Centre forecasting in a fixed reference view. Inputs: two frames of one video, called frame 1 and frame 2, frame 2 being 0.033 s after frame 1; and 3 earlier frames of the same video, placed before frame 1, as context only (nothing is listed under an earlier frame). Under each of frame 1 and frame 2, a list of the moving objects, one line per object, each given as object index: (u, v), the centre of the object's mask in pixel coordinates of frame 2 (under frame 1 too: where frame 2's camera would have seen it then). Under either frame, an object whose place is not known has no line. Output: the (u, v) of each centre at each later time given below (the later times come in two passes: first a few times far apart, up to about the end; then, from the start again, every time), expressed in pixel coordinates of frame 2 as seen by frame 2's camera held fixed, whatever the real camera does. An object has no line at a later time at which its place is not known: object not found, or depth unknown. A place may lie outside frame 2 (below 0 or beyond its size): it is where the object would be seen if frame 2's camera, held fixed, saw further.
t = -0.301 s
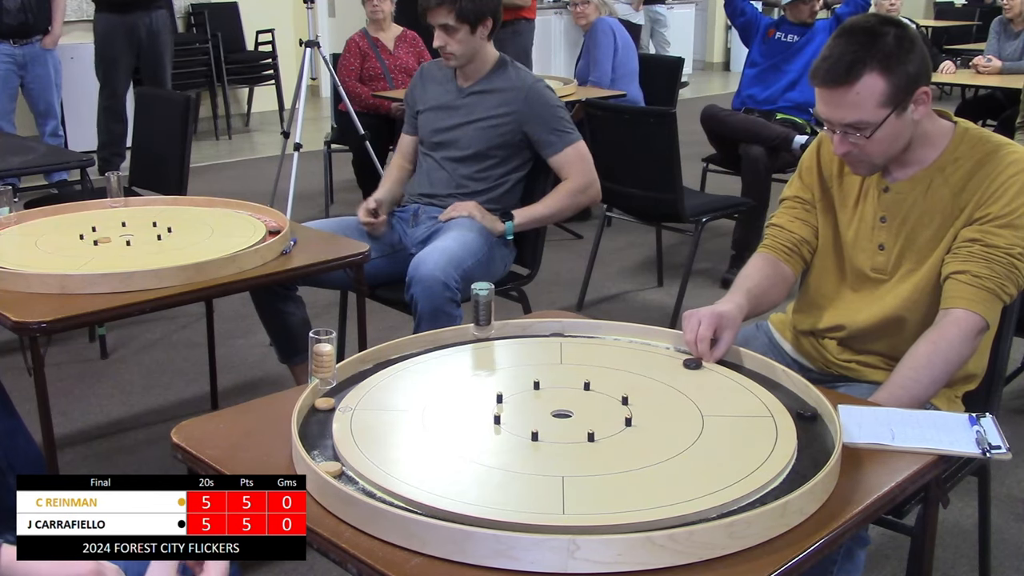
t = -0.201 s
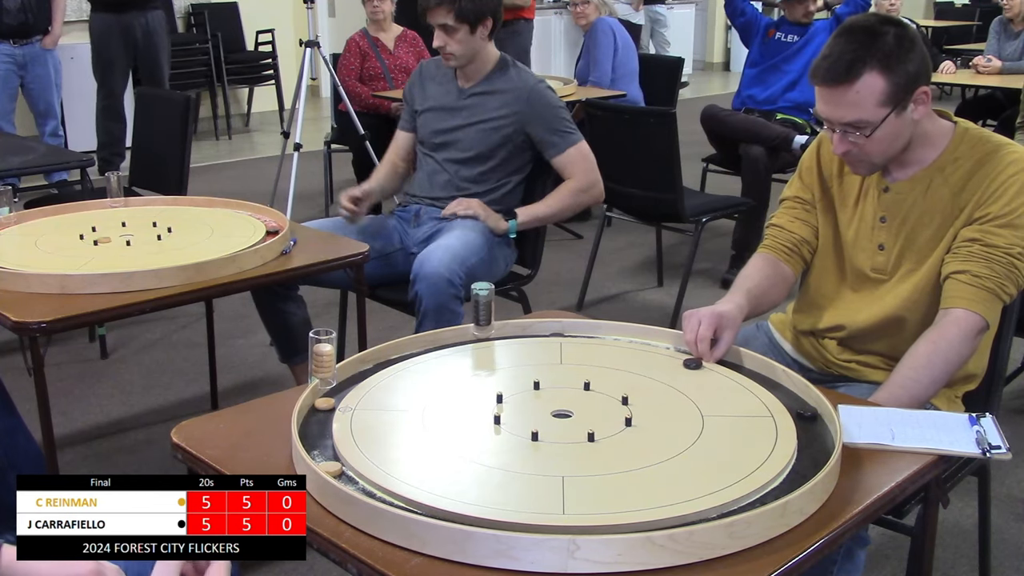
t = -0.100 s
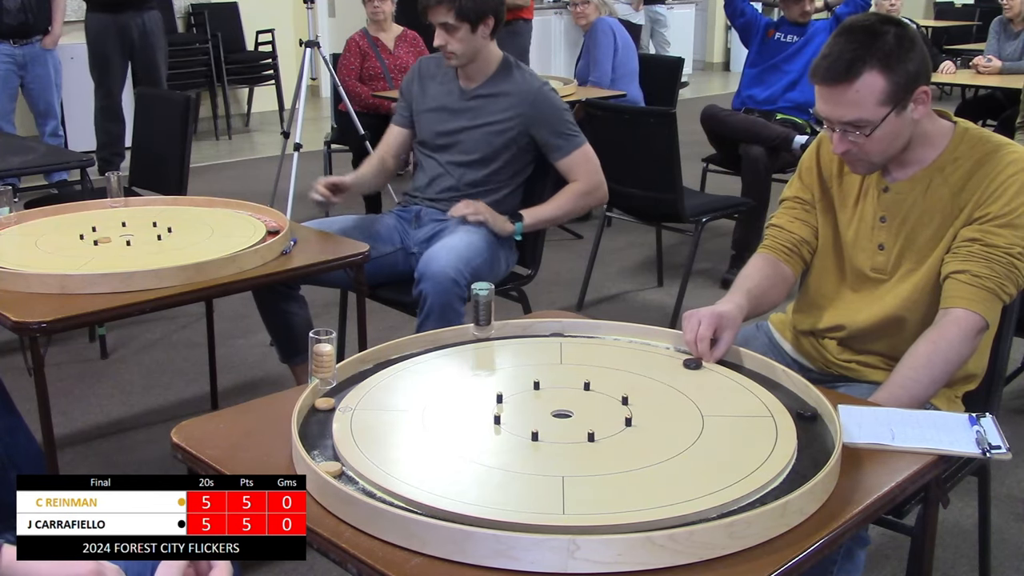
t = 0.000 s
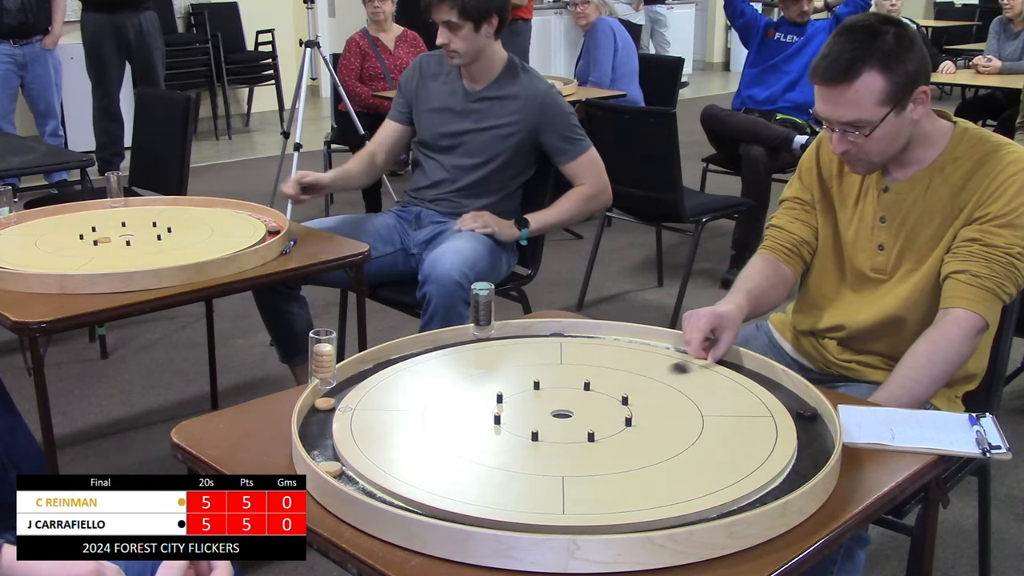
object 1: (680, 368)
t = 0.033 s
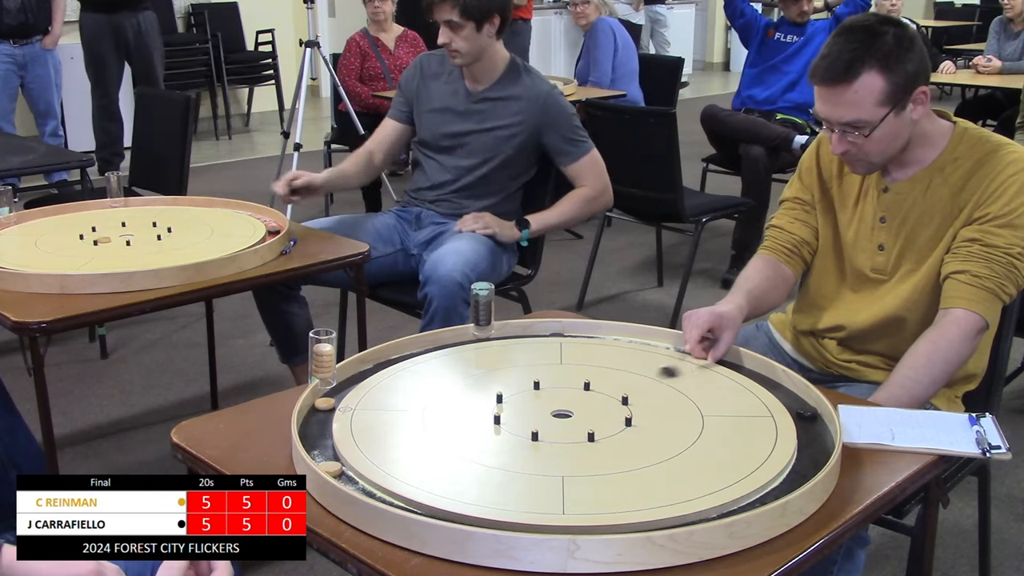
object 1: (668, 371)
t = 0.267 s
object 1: (590, 399)
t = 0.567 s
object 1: (547, 419)
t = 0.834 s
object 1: (545, 421)
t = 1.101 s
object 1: (545, 421)
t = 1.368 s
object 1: (545, 421)
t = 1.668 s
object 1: (545, 421)
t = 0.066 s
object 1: (657, 376)
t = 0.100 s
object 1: (645, 380)
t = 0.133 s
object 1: (634, 384)
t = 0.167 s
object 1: (623, 387)
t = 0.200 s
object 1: (611, 391)
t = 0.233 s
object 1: (601, 395)
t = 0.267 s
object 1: (590, 399)
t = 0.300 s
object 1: (580, 402)
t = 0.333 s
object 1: (570, 405)
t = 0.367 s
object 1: (561, 410)
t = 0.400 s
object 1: (554, 411)
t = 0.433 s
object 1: (551, 411)
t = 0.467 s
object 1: (549, 415)
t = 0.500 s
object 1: (548, 415)
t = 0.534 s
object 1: (548, 418)
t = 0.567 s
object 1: (547, 419)
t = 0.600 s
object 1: (546, 420)
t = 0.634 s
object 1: (546, 421)
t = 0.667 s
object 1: (546, 421)
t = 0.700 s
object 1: (545, 421)
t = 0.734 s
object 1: (545, 421)
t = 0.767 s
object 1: (545, 421)
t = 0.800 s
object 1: (545, 421)
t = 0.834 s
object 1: (545, 421)
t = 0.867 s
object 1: (545, 421)
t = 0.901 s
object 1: (545, 421)
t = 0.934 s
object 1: (545, 421)
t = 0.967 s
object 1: (545, 421)
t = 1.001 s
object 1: (545, 421)
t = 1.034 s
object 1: (545, 421)
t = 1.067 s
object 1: (545, 421)
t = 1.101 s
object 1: (545, 421)
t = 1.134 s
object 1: (545, 421)
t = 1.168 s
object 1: (545, 421)
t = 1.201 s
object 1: (545, 421)
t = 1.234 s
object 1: (545, 421)
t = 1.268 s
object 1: (545, 421)
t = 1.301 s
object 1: (545, 421)
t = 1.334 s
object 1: (545, 421)
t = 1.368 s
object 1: (545, 421)
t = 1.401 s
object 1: (545, 421)
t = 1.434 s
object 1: (545, 421)
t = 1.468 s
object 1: (545, 421)
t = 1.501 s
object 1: (545, 421)
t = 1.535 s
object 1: (545, 421)
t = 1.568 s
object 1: (545, 421)
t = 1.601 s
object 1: (545, 421)
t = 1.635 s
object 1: (545, 421)
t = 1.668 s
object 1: (545, 421)
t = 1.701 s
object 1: (545, 421)
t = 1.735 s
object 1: (545, 421)
